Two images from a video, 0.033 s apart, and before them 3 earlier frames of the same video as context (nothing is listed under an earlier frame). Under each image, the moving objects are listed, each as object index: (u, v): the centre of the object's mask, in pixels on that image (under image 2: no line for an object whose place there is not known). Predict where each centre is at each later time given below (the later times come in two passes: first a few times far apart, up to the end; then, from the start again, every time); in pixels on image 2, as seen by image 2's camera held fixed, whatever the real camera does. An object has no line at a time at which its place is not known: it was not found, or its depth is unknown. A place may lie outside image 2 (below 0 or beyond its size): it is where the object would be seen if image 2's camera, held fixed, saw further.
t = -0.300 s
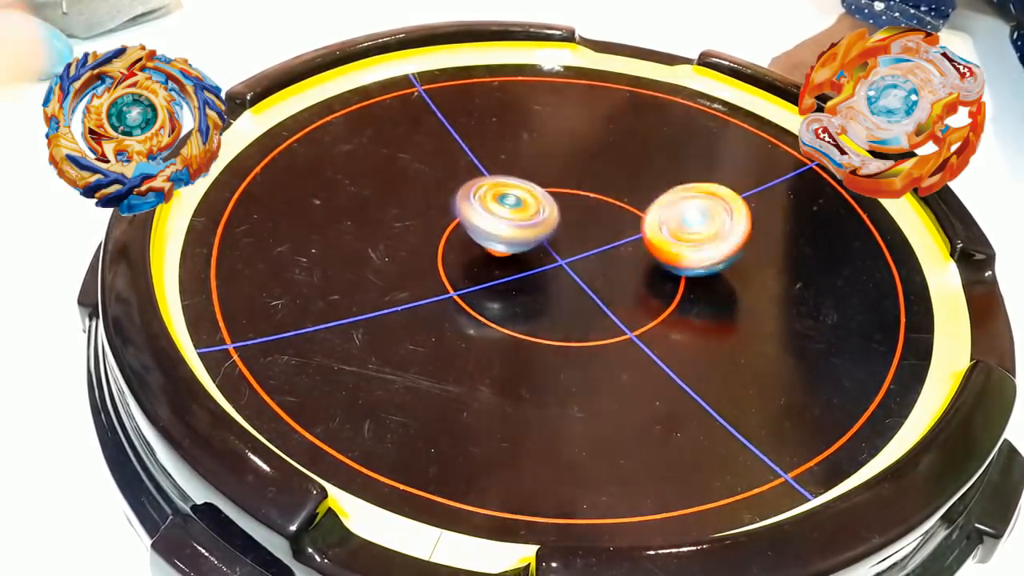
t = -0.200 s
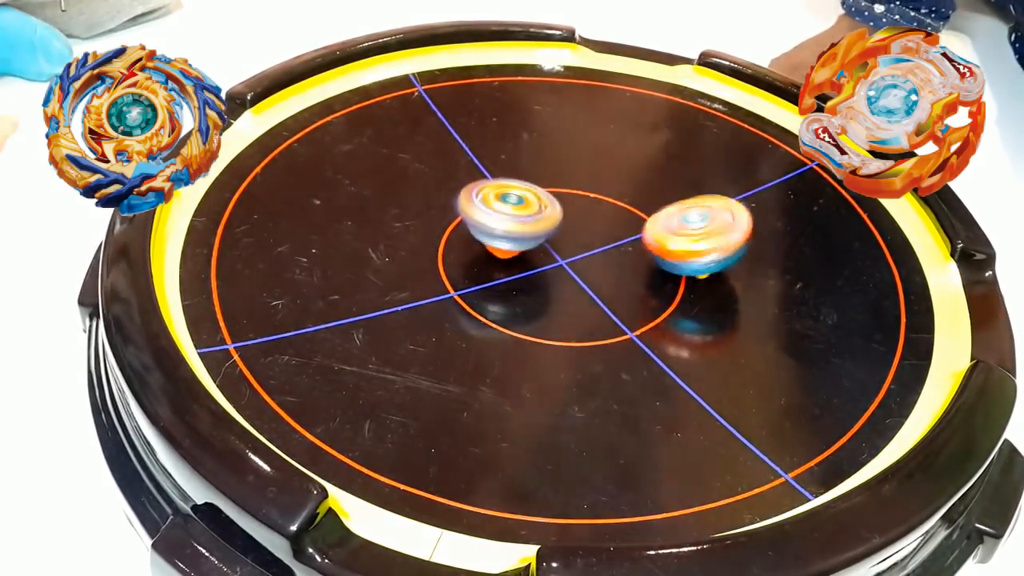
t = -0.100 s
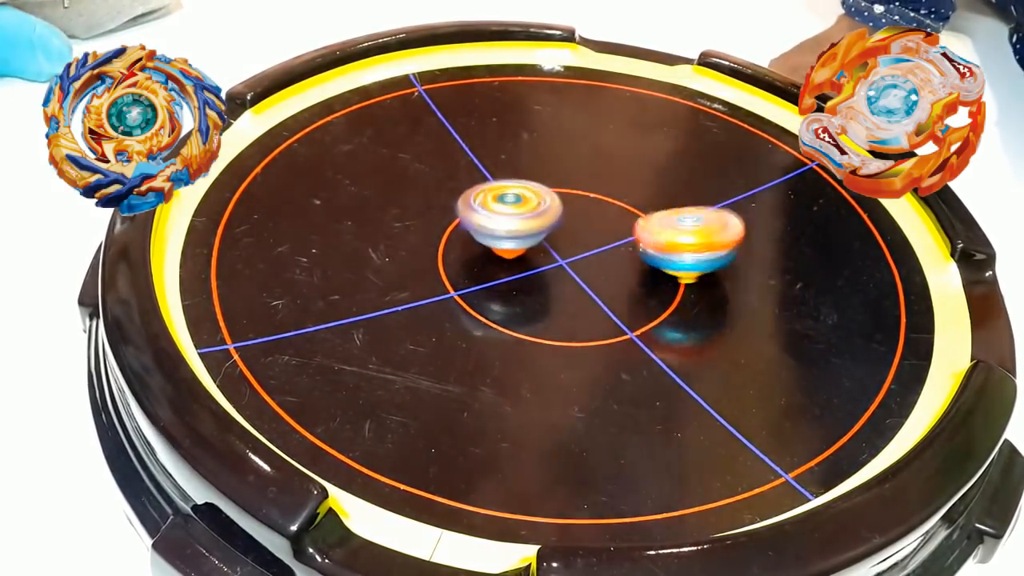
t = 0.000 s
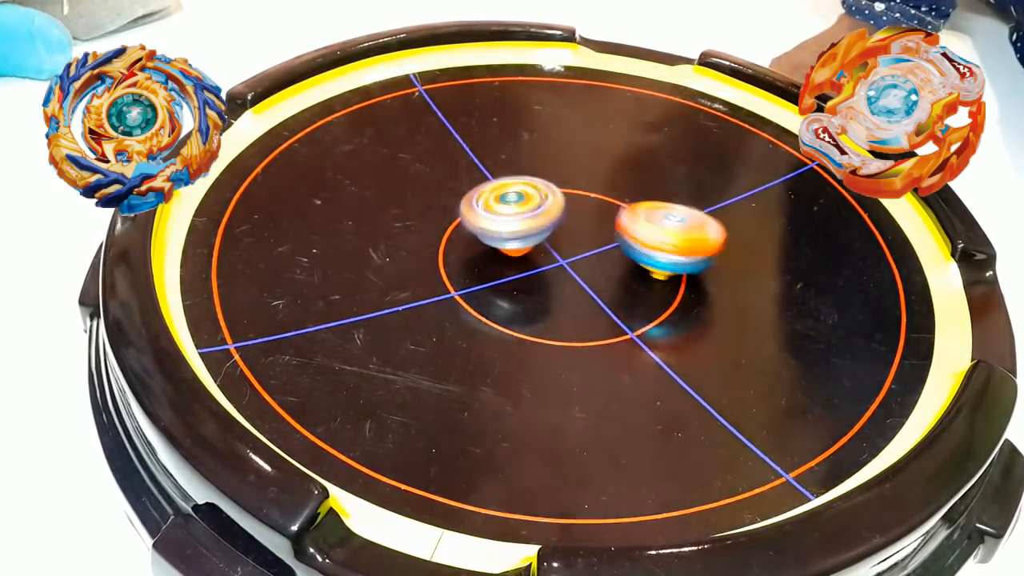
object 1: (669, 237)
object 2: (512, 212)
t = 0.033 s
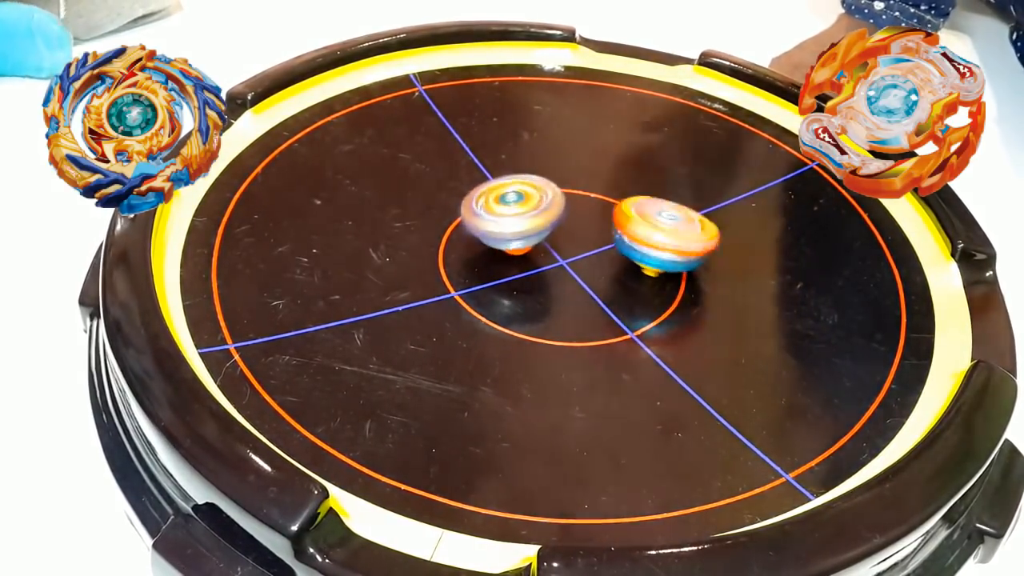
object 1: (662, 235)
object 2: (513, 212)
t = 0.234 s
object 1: (635, 206)
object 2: (515, 207)
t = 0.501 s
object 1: (643, 186)
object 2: (517, 205)
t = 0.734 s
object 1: (634, 197)
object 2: (520, 205)
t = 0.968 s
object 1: (622, 187)
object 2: (512, 212)
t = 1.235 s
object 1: (629, 187)
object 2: (511, 210)
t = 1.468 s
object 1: (619, 198)
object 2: (509, 211)
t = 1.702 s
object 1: (617, 203)
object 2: (512, 216)
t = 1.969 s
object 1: (649, 211)
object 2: (511, 228)
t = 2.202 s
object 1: (661, 223)
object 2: (527, 224)
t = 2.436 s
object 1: (631, 242)
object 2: (518, 211)
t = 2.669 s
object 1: (596, 261)
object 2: (459, 204)
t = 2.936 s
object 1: (635, 281)
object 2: (467, 233)
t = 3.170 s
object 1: (648, 268)
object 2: (526, 226)
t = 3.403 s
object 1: (626, 254)
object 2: (531, 186)
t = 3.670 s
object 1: (594, 268)
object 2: (499, 173)
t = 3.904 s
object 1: (606, 278)
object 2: (508, 196)
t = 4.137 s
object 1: (600, 274)
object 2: (560, 194)
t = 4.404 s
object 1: (598, 256)
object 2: (572, 172)
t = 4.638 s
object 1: (621, 253)
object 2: (566, 183)
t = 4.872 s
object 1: (621, 255)
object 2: (570, 192)
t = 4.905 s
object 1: (620, 256)
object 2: (569, 191)
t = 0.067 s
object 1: (655, 230)
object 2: (513, 210)
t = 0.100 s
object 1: (649, 226)
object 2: (514, 210)
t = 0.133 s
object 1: (644, 221)
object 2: (514, 209)
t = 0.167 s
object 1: (639, 216)
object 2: (515, 208)
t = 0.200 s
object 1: (637, 211)
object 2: (515, 207)
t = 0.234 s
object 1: (635, 206)
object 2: (515, 207)
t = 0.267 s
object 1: (634, 201)
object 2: (516, 206)
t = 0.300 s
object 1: (633, 196)
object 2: (516, 206)
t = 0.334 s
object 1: (635, 193)
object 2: (516, 205)
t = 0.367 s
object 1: (637, 189)
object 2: (516, 205)
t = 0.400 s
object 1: (639, 186)
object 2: (516, 205)
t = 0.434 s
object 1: (641, 186)
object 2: (516, 205)
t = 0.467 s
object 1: (643, 186)
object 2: (517, 205)
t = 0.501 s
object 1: (643, 186)
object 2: (517, 205)
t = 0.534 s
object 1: (642, 187)
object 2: (517, 204)
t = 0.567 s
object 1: (640, 189)
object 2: (517, 205)
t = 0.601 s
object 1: (641, 190)
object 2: (517, 205)
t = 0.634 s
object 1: (643, 192)
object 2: (518, 205)
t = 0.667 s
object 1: (642, 194)
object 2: (519, 205)
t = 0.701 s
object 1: (638, 195)
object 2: (520, 205)
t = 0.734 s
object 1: (634, 197)
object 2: (520, 205)
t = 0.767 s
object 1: (630, 198)
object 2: (521, 205)
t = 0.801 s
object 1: (625, 198)
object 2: (521, 204)
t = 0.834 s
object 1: (620, 196)
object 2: (522, 204)
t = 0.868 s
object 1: (616, 193)
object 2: (518, 206)
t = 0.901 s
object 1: (619, 190)
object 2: (513, 207)
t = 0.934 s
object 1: (622, 188)
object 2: (510, 210)
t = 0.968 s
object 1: (622, 187)
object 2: (512, 212)
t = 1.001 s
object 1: (622, 184)
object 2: (512, 211)
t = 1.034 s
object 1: (624, 180)
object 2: (511, 211)
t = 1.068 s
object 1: (626, 179)
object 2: (511, 211)
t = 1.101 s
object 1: (626, 181)
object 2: (512, 211)
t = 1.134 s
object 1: (626, 183)
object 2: (512, 211)
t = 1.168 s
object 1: (628, 184)
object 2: (512, 210)
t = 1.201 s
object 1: (630, 186)
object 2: (511, 210)
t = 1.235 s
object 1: (629, 187)
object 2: (511, 210)
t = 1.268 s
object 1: (627, 190)
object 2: (511, 210)
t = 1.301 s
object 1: (624, 192)
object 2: (512, 209)
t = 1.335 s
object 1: (620, 194)
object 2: (515, 209)
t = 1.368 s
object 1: (616, 196)
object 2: (515, 208)
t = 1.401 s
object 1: (618, 195)
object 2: (512, 208)
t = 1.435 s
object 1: (619, 196)
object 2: (509, 209)
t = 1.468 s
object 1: (619, 198)
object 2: (509, 211)
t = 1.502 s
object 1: (618, 200)
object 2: (512, 211)
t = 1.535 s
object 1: (616, 199)
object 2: (514, 210)
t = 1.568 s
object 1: (617, 198)
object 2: (511, 211)
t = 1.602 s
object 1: (620, 198)
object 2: (510, 214)
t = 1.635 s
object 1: (621, 199)
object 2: (511, 215)
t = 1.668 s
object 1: (618, 201)
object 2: (511, 216)
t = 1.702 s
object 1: (617, 203)
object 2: (512, 216)
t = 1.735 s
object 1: (617, 205)
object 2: (512, 217)
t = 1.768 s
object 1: (617, 208)
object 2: (513, 218)
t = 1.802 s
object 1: (615, 210)
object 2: (513, 218)
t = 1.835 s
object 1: (616, 211)
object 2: (513, 220)
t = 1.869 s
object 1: (617, 211)
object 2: (515, 221)
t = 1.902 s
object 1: (622, 211)
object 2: (516, 221)
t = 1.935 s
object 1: (638, 210)
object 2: (510, 225)
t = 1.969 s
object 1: (649, 211)
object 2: (511, 228)
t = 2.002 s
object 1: (654, 212)
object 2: (515, 230)
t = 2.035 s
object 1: (656, 215)
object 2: (520, 228)
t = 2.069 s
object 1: (658, 216)
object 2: (521, 227)
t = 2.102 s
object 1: (660, 217)
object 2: (523, 226)
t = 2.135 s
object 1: (661, 218)
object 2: (524, 227)
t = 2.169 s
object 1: (661, 221)
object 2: (525, 226)
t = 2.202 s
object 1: (661, 223)
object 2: (527, 224)
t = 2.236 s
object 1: (660, 227)
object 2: (530, 223)
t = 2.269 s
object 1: (657, 230)
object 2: (530, 222)
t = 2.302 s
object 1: (652, 233)
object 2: (532, 219)
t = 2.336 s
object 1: (644, 235)
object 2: (534, 217)
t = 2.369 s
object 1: (637, 237)
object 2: (532, 216)
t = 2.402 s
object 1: (629, 239)
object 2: (531, 213)
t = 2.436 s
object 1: (631, 242)
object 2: (518, 211)
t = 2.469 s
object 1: (632, 247)
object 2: (509, 210)
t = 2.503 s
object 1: (629, 250)
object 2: (502, 205)
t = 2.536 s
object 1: (623, 250)
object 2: (492, 201)
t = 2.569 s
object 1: (617, 252)
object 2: (482, 200)
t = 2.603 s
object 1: (610, 253)
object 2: (474, 200)
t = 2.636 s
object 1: (602, 256)
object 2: (466, 201)
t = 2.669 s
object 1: (596, 261)
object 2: (459, 204)
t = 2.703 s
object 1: (594, 266)
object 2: (457, 208)
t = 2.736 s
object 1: (597, 271)
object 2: (455, 210)
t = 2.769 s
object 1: (601, 275)
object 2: (451, 213)
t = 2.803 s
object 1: (608, 278)
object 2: (450, 218)
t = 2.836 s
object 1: (616, 280)
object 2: (451, 224)
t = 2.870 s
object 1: (624, 281)
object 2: (456, 228)
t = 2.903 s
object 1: (630, 281)
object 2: (462, 231)
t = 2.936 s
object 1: (635, 281)
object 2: (467, 233)
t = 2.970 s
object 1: (639, 280)
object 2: (474, 235)
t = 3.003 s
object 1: (642, 278)
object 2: (484, 237)
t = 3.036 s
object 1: (644, 277)
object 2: (494, 237)
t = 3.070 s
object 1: (646, 275)
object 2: (503, 236)
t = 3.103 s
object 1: (647, 272)
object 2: (509, 234)
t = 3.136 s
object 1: (648, 270)
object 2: (518, 230)
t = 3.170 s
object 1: (648, 268)
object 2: (526, 226)
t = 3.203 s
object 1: (648, 266)
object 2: (531, 220)
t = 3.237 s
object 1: (646, 263)
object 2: (534, 215)
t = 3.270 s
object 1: (644, 261)
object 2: (536, 209)
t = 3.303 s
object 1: (640, 259)
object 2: (536, 204)
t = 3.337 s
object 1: (636, 257)
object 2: (536, 197)
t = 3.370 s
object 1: (631, 256)
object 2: (534, 191)
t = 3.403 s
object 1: (626, 254)
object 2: (531, 186)
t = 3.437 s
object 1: (619, 254)
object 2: (527, 181)
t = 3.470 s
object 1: (612, 254)
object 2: (522, 176)
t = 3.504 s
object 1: (606, 255)
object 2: (517, 174)
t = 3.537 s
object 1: (601, 256)
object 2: (513, 172)
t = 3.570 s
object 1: (596, 258)
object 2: (507, 170)
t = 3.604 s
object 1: (593, 261)
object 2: (502, 170)
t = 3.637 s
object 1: (593, 265)
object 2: (501, 172)
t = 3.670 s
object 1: (594, 268)
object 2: (499, 173)
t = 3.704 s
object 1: (595, 270)
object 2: (494, 174)
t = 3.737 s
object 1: (597, 272)
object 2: (492, 177)
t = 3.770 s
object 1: (599, 274)
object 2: (493, 181)
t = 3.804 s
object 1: (601, 275)
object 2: (495, 186)
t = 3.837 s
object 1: (603, 276)
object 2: (498, 189)
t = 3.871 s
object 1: (605, 277)
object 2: (502, 193)
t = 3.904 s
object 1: (606, 278)
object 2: (508, 196)
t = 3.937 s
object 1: (607, 278)
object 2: (515, 199)
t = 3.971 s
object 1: (607, 278)
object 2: (524, 200)
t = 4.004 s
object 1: (606, 277)
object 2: (533, 202)
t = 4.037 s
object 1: (604, 277)
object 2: (540, 202)
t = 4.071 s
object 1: (603, 276)
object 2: (547, 200)
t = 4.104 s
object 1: (601, 275)
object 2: (553, 197)
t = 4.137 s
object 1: (600, 274)
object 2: (560, 194)
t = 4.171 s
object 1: (598, 272)
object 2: (565, 190)
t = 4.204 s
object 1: (596, 271)
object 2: (570, 186)
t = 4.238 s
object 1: (594, 269)
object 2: (574, 183)
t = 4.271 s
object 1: (593, 267)
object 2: (573, 181)
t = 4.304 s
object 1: (593, 264)
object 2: (573, 178)
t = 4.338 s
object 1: (593, 261)
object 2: (575, 174)
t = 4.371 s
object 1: (595, 258)
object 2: (574, 172)
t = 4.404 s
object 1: (598, 256)
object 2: (572, 172)
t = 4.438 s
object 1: (601, 255)
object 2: (570, 175)
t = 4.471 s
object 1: (605, 254)
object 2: (570, 175)
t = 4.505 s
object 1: (608, 254)
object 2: (568, 175)
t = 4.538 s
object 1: (612, 253)
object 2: (564, 175)
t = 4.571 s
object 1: (616, 253)
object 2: (564, 178)
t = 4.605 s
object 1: (619, 253)
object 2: (565, 181)
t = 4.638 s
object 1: (621, 253)
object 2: (566, 183)
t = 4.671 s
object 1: (622, 253)
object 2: (567, 189)
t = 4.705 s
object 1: (622, 253)
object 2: (569, 191)
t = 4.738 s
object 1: (622, 254)
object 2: (572, 194)
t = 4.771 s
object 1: (622, 254)
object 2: (575, 193)
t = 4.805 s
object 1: (623, 255)
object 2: (574, 193)
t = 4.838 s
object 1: (622, 255)
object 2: (571, 193)
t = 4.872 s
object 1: (621, 255)
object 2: (570, 192)
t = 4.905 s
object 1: (620, 256)
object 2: (569, 191)
